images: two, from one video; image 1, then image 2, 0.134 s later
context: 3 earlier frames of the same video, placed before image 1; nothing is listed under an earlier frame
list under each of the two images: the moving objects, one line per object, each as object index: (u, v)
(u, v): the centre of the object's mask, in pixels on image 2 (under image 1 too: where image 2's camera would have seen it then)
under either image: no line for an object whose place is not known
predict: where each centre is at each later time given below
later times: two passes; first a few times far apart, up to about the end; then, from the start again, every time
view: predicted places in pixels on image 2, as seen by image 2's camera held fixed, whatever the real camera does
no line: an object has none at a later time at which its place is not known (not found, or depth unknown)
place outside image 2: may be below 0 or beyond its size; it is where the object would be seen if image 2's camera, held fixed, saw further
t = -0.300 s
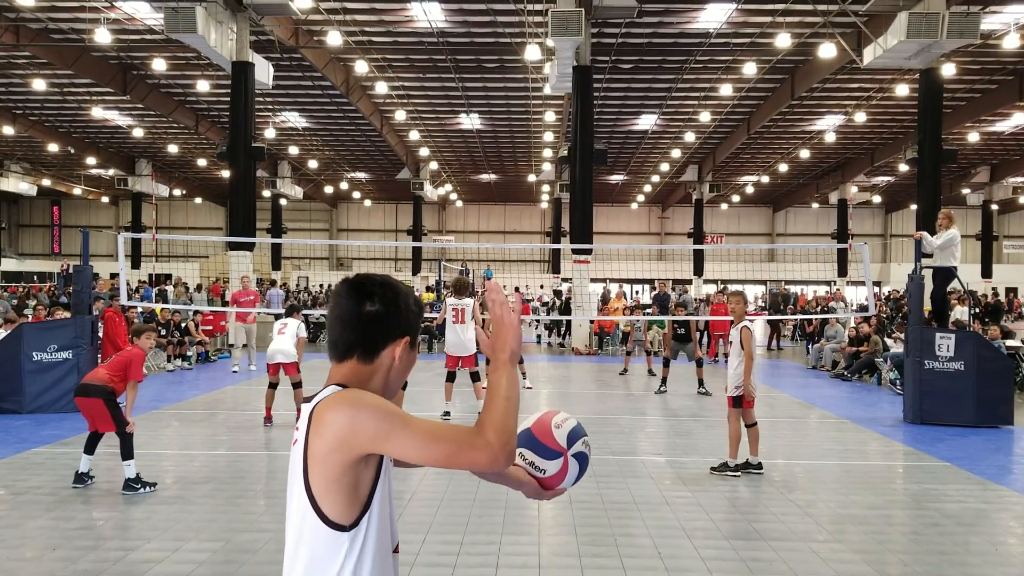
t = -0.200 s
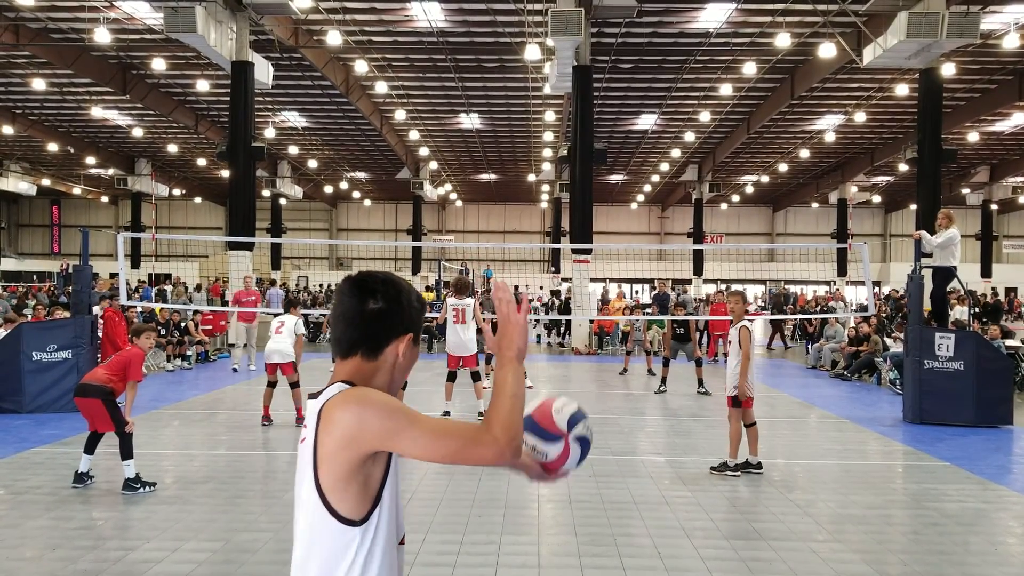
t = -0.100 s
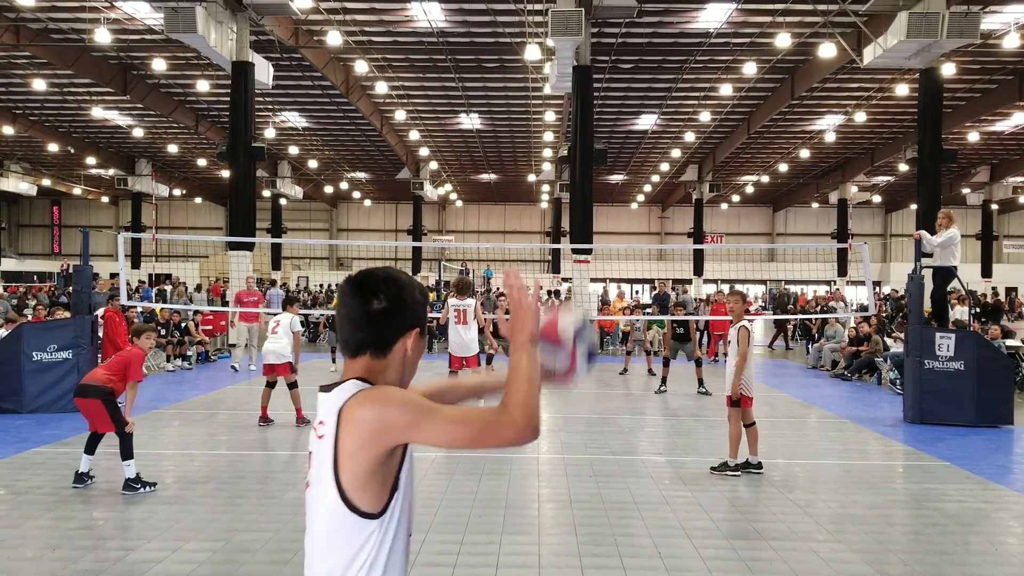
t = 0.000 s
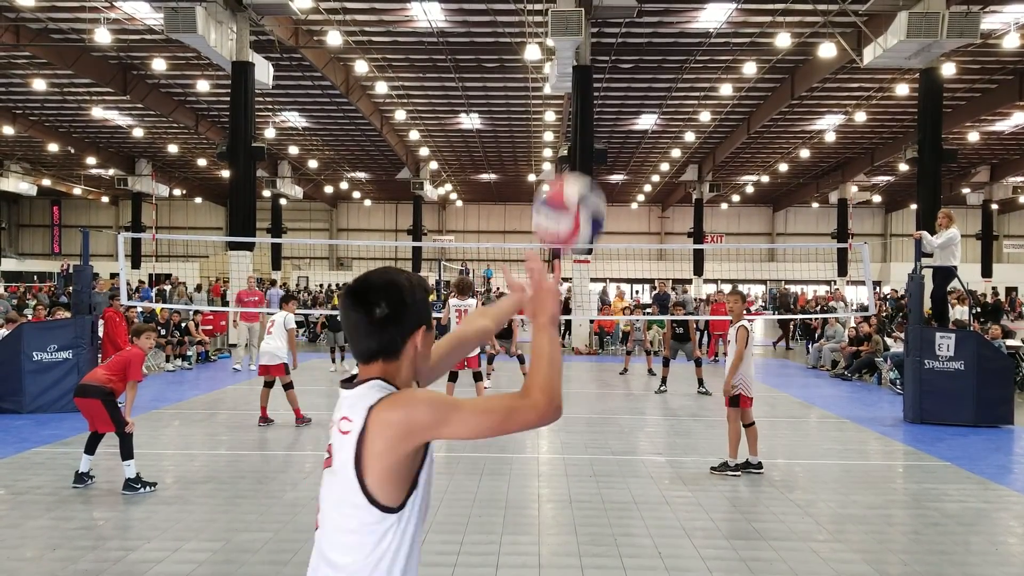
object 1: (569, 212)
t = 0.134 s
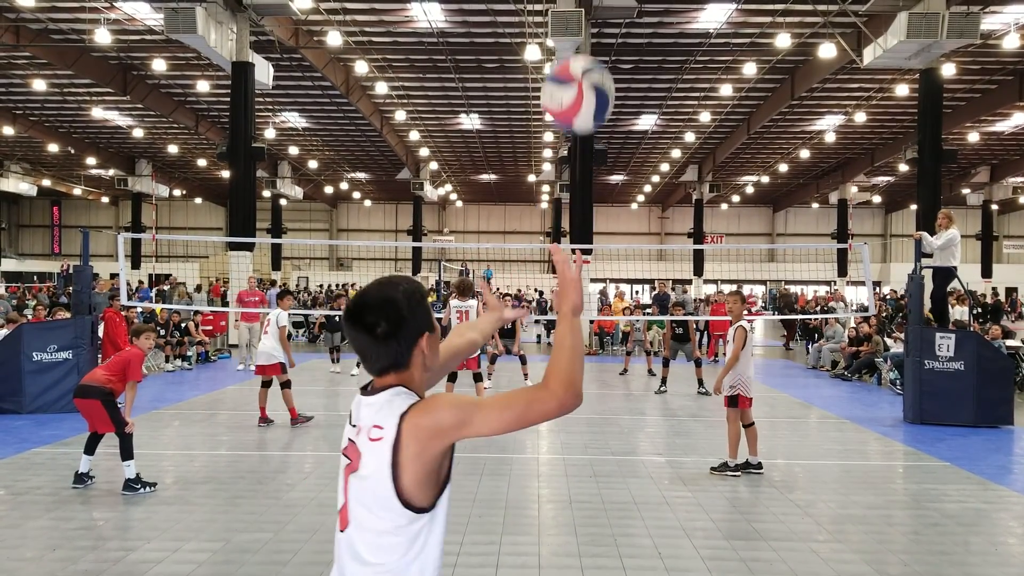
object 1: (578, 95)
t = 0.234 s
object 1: (583, 44)
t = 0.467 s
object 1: (592, 58)
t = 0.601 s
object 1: (596, 146)
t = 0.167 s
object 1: (580, 74)
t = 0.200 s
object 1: (581, 58)
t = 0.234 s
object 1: (583, 44)
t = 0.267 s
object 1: (585, 36)
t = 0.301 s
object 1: (586, 32)
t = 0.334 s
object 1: (587, 31)
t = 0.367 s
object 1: (588, 32)
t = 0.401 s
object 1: (589, 36)
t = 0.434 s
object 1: (591, 45)
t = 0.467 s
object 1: (592, 58)
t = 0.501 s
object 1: (593, 75)
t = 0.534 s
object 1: (594, 95)
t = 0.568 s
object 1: (595, 119)
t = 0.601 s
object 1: (596, 146)
